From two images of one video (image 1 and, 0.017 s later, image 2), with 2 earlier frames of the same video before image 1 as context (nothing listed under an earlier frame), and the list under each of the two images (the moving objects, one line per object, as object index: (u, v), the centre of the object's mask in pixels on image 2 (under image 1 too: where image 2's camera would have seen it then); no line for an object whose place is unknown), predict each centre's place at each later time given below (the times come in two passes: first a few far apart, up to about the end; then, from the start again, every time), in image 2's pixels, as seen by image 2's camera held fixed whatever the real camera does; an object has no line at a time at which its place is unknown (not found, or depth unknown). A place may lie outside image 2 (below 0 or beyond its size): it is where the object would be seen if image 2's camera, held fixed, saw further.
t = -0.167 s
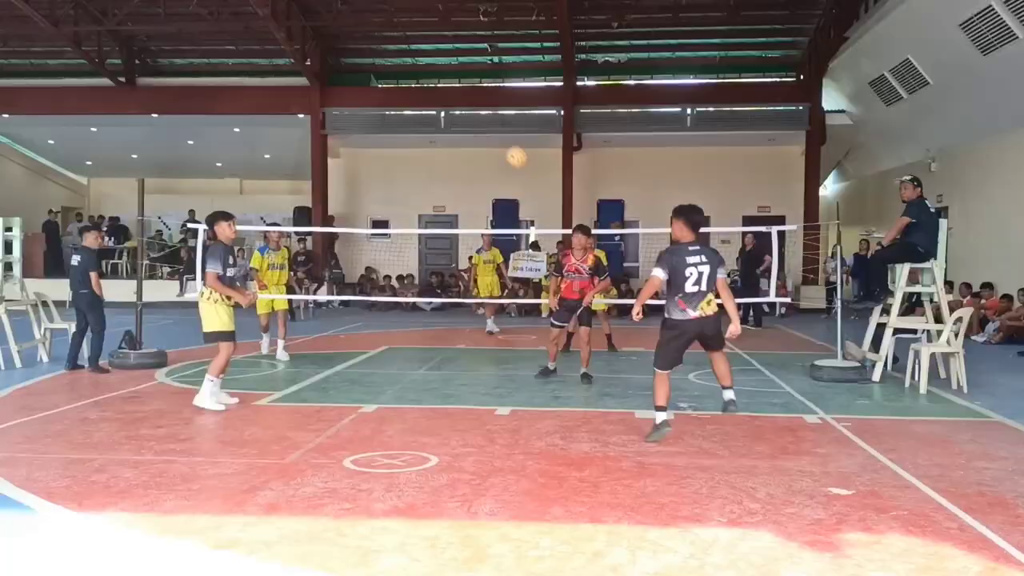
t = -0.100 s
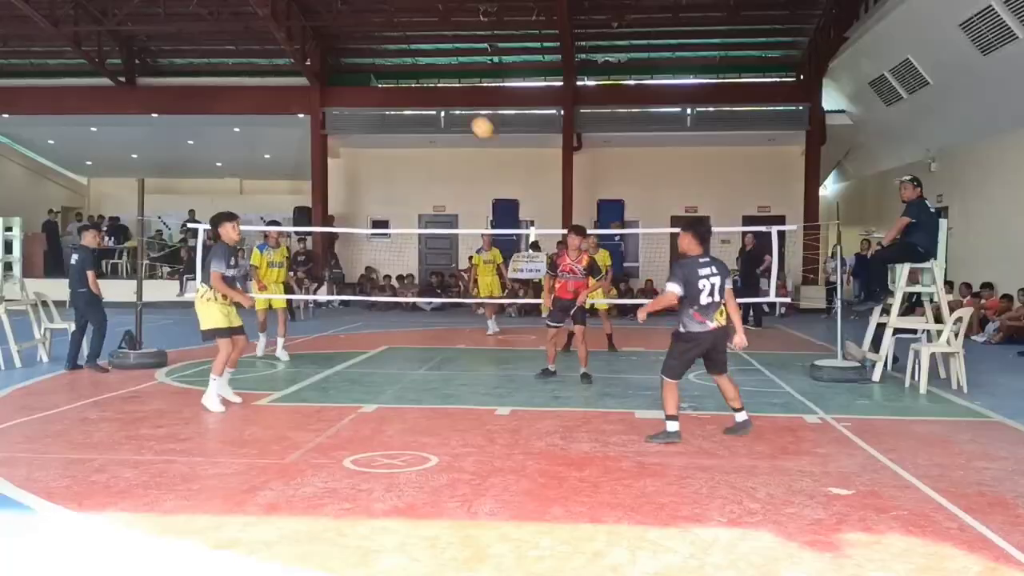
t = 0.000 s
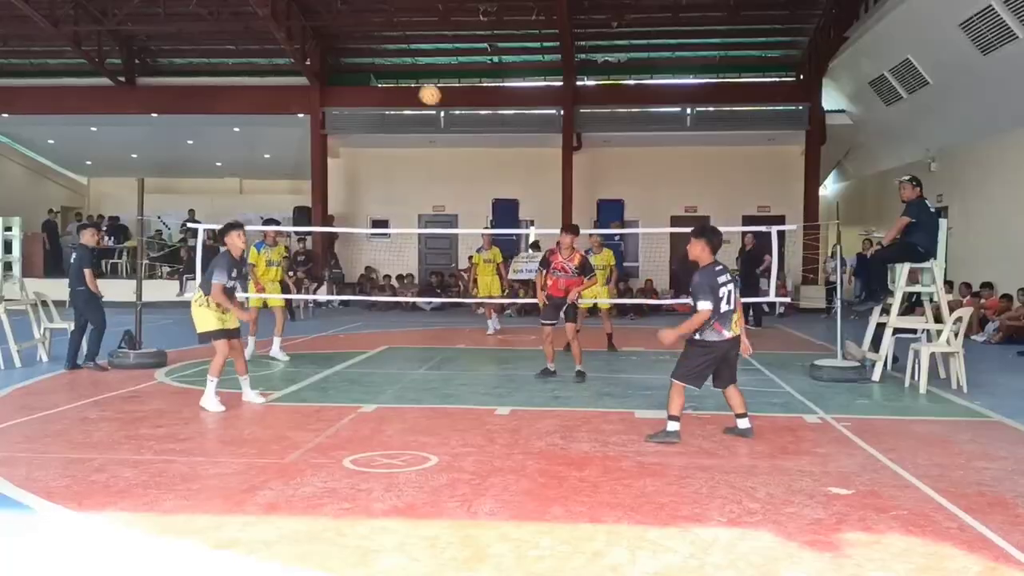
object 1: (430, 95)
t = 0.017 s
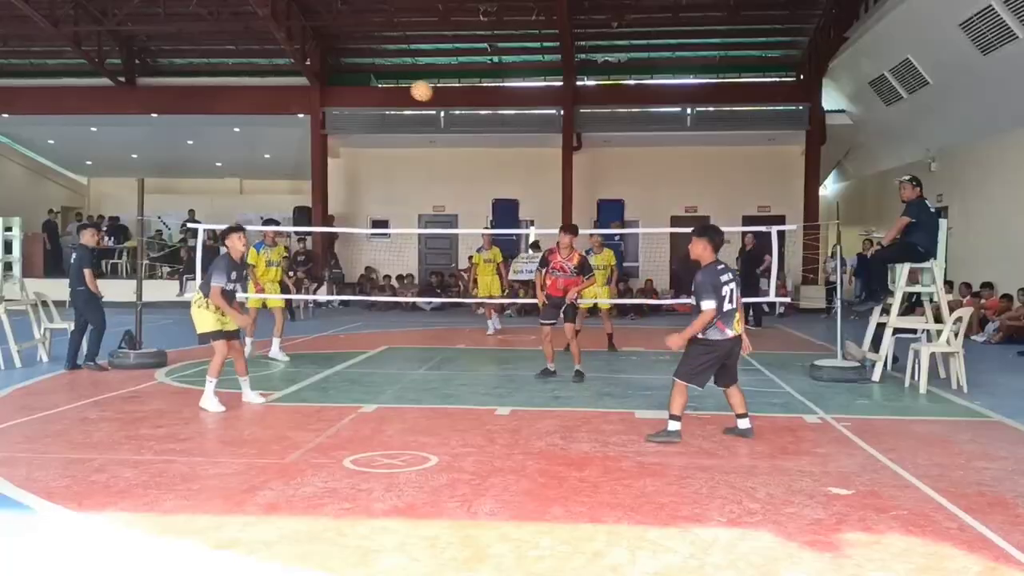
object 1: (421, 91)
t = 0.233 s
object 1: (310, 76)
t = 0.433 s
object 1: (211, 121)
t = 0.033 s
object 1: (412, 87)
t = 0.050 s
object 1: (405, 84)
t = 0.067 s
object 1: (396, 81)
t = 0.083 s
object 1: (387, 79)
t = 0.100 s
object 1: (378, 77)
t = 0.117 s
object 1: (370, 76)
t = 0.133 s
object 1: (361, 75)
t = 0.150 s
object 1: (353, 74)
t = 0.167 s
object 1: (344, 73)
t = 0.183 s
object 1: (336, 73)
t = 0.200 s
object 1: (327, 74)
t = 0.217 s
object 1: (319, 75)
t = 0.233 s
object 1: (310, 76)
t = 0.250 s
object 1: (302, 77)
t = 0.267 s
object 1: (294, 79)
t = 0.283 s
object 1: (285, 82)
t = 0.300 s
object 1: (277, 84)
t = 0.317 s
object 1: (268, 88)
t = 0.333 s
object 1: (260, 91)
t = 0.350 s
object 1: (252, 95)
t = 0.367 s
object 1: (243, 100)
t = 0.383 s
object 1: (235, 104)
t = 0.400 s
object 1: (227, 110)
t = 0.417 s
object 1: (219, 115)
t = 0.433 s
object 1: (211, 121)
